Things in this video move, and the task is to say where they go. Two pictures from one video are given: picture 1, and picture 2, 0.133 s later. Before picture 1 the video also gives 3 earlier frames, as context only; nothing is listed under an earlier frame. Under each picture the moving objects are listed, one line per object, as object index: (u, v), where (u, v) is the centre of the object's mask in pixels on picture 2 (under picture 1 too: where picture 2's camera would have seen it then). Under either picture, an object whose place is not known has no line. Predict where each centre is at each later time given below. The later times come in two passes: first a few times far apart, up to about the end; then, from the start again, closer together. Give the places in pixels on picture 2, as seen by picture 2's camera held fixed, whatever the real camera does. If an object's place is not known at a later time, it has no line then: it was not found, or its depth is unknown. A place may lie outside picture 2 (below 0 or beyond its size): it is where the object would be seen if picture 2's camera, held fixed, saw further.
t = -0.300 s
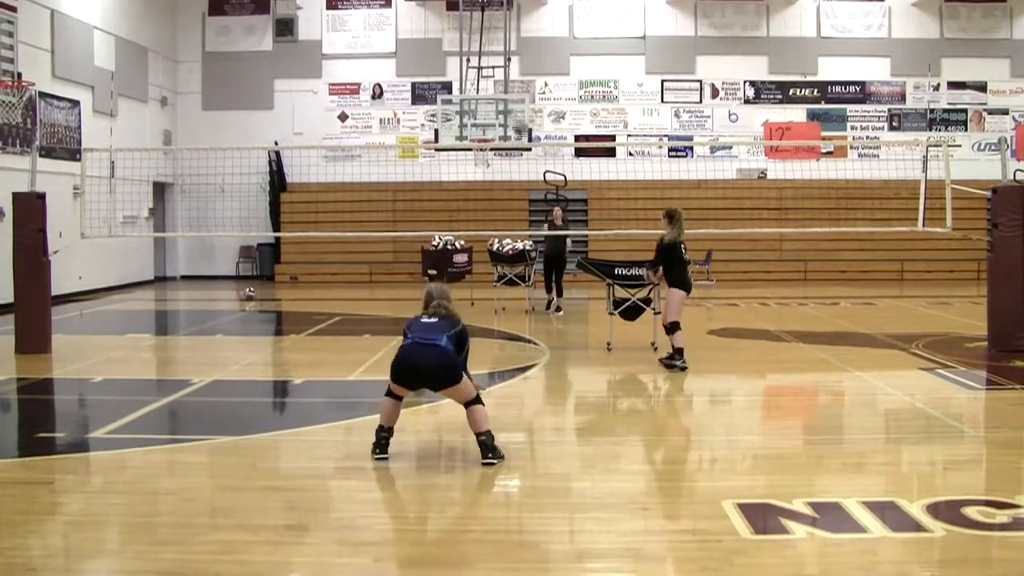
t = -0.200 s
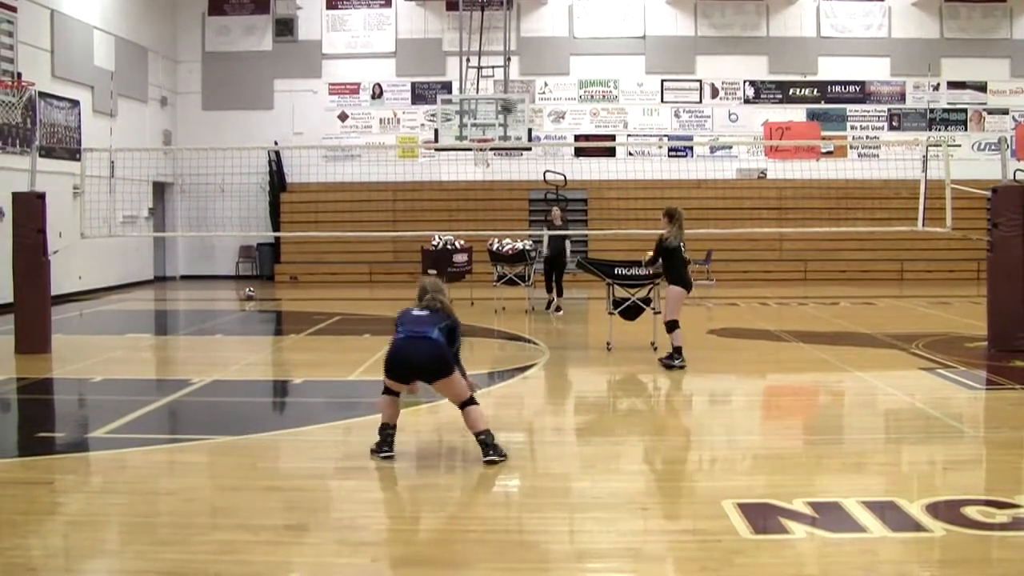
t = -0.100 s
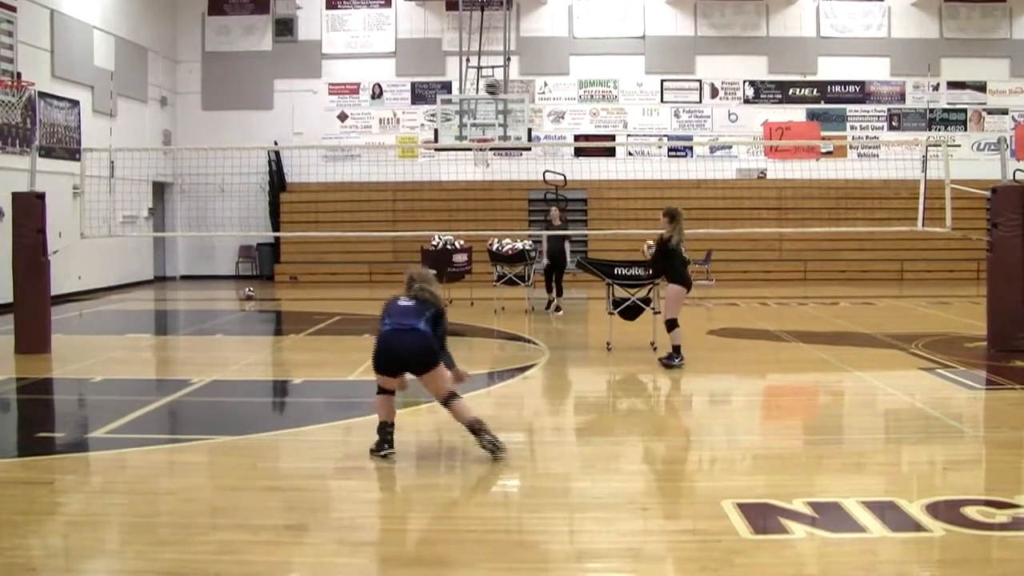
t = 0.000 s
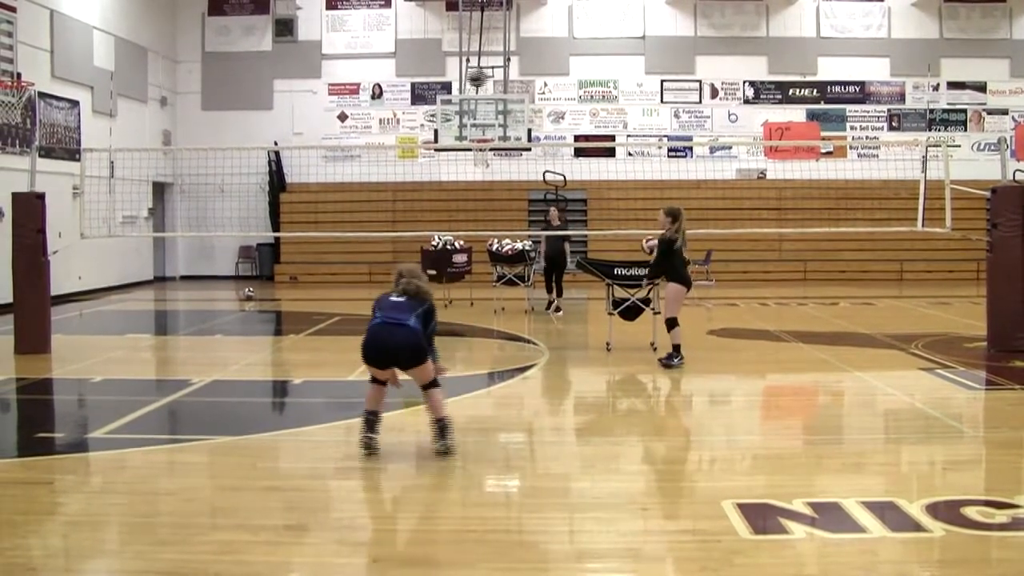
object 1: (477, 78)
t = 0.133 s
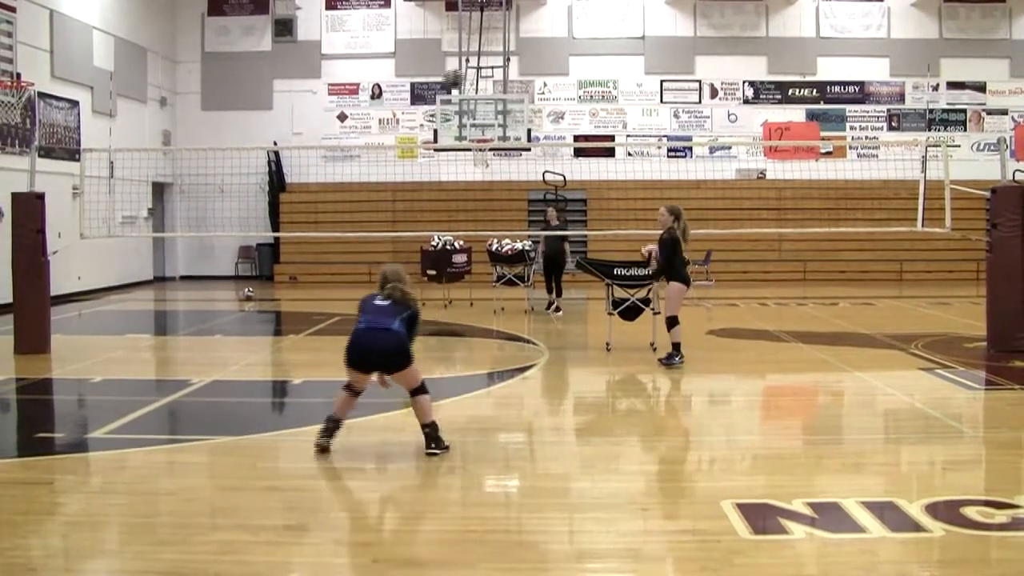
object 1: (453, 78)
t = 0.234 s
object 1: (435, 93)
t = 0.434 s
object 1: (386, 168)
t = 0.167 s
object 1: (448, 82)
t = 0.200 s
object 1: (442, 87)
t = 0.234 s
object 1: (435, 93)
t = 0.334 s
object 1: (412, 122)
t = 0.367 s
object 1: (404, 135)
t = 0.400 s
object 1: (394, 153)
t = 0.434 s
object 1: (386, 168)
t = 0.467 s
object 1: (377, 187)
